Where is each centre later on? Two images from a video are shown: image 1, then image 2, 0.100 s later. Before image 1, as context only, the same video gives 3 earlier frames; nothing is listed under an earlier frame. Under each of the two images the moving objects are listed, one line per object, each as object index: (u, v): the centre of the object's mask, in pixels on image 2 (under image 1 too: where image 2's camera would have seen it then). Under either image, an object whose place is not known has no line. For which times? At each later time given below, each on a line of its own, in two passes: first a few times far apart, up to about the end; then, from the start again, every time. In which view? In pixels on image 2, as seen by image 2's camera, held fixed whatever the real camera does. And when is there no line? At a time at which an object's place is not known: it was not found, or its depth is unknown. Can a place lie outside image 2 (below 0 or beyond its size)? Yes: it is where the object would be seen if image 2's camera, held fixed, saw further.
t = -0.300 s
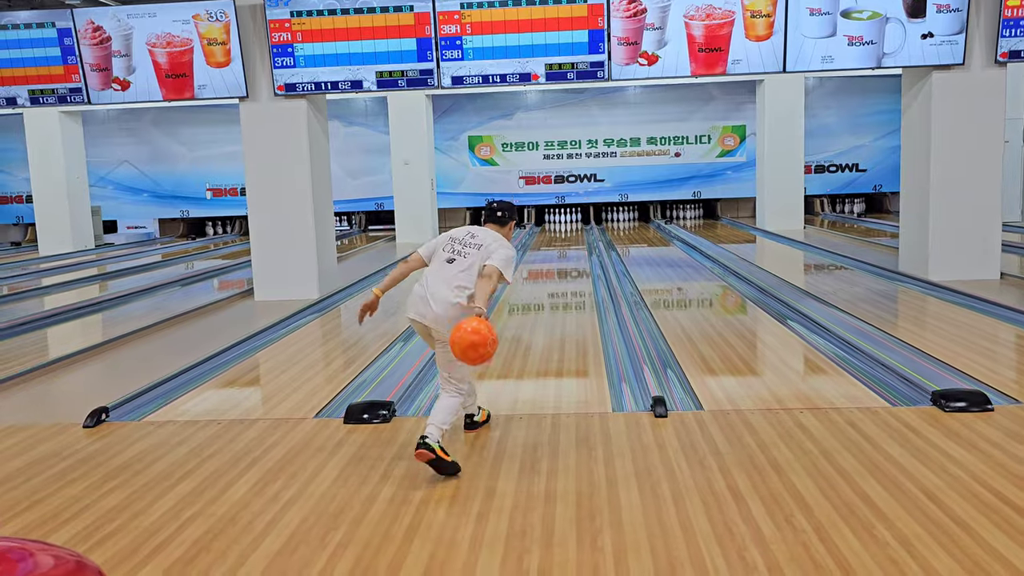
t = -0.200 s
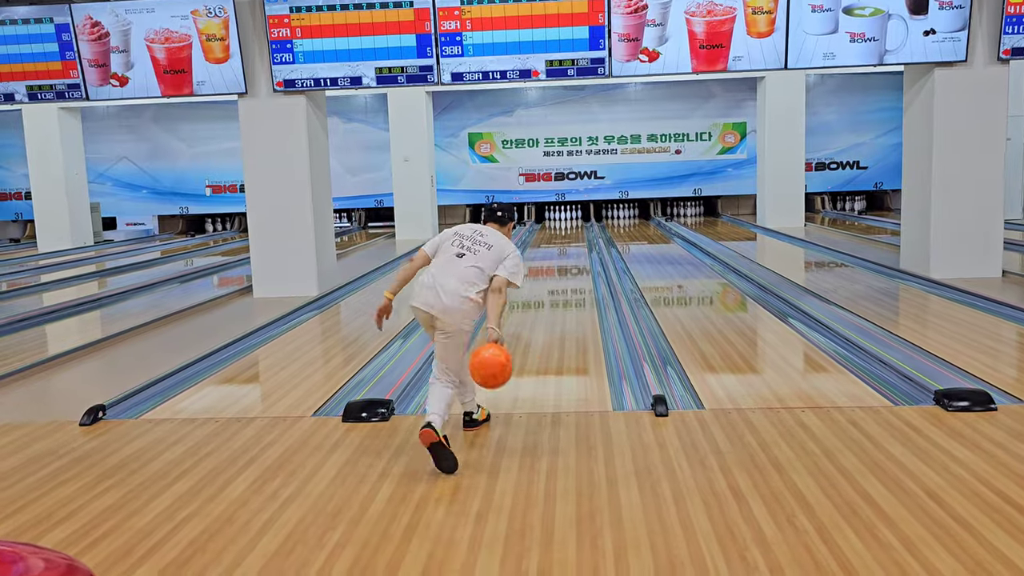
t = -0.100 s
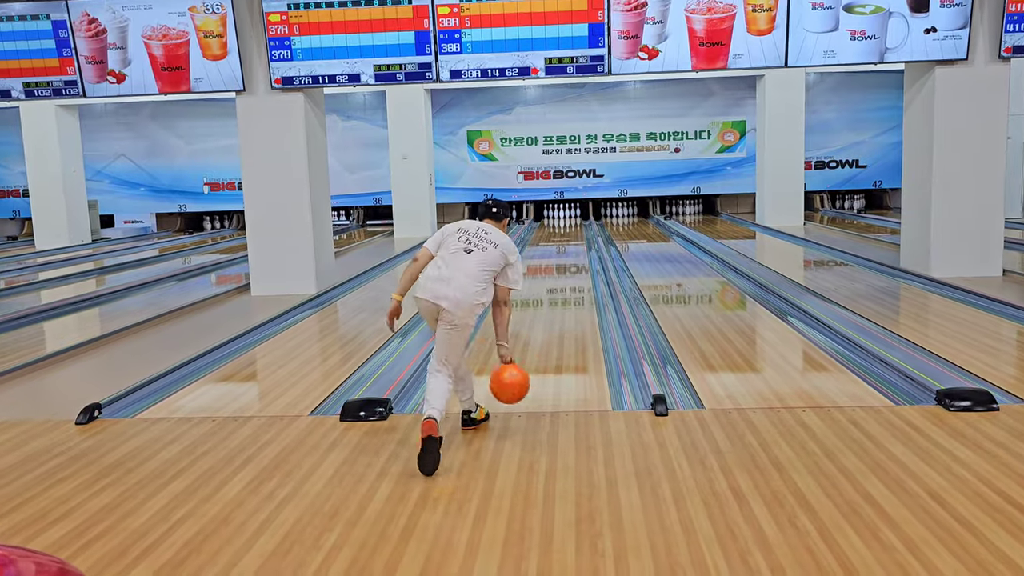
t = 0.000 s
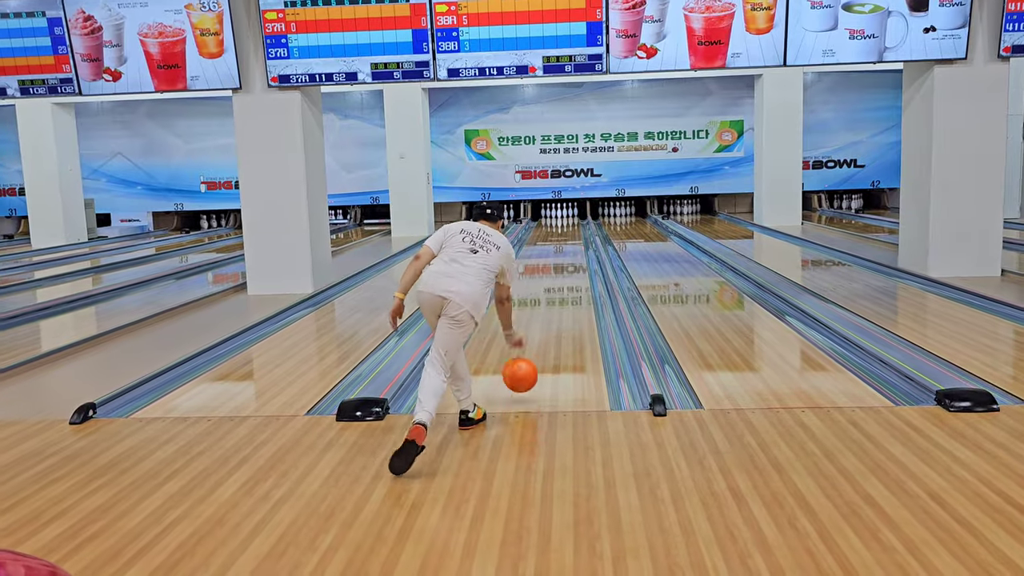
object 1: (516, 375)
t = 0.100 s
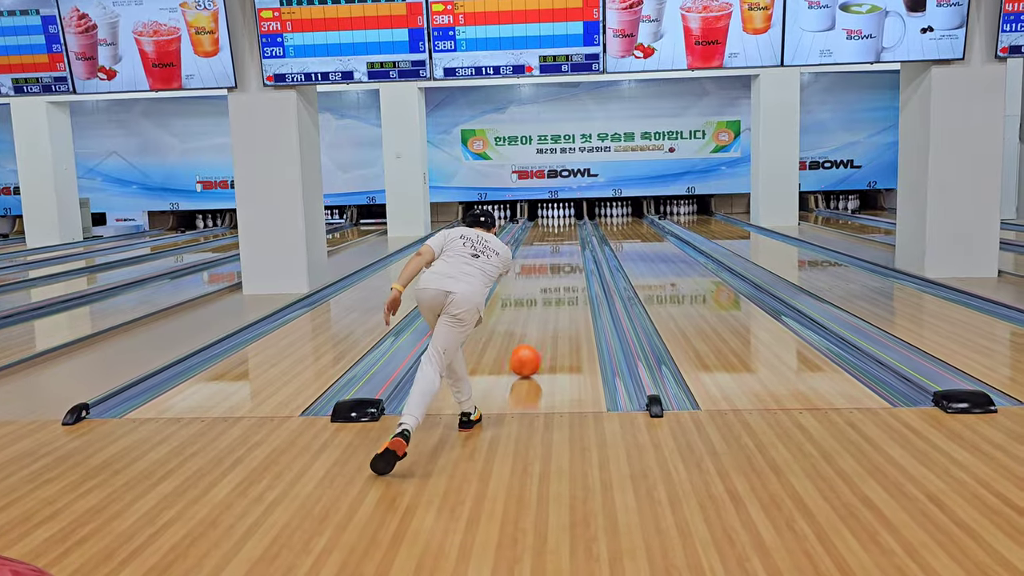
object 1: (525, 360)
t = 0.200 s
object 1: (531, 342)
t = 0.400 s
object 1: (541, 313)
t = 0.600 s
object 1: (548, 292)
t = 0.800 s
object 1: (553, 277)
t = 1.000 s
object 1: (557, 265)
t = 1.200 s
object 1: (560, 255)
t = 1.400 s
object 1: (563, 247)
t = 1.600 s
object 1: (565, 241)
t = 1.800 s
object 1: (566, 235)
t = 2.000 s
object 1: (569, 231)
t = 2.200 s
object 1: (570, 227)
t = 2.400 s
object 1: (571, 224)
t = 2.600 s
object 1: (572, 221)
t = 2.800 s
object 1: (572, 218)
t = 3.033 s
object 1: (574, 215)
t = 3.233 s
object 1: (574, 214)
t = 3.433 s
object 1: (576, 212)
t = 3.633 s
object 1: (578, 215)
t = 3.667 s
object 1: (577, 215)
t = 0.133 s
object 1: (527, 355)
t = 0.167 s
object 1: (529, 348)
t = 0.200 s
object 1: (531, 342)
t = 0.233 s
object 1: (533, 337)
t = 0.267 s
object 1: (535, 331)
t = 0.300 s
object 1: (537, 326)
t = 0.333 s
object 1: (538, 321)
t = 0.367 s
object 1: (539, 317)
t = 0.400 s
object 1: (541, 313)
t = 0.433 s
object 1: (542, 309)
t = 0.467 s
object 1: (543, 305)
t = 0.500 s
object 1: (545, 302)
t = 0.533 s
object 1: (546, 299)
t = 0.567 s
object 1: (547, 295)
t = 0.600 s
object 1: (548, 292)
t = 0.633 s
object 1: (549, 289)
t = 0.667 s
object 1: (550, 287)
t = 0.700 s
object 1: (551, 284)
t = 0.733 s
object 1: (551, 281)
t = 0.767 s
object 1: (552, 279)
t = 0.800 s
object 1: (553, 277)
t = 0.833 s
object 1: (554, 274)
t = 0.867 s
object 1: (554, 273)
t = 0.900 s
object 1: (555, 270)
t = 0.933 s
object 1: (556, 268)
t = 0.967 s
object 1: (556, 266)
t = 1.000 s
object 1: (557, 265)
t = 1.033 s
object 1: (558, 263)
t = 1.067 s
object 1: (558, 261)
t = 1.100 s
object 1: (558, 260)
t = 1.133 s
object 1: (559, 258)
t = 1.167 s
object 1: (560, 257)
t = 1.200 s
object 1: (560, 255)
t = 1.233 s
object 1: (560, 254)
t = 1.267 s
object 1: (561, 253)
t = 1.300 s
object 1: (561, 251)
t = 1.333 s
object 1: (562, 250)
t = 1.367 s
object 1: (562, 249)
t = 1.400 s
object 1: (563, 247)
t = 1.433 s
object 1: (563, 246)
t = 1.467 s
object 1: (564, 245)
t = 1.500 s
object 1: (564, 244)
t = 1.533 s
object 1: (564, 243)
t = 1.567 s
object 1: (565, 242)
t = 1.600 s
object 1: (565, 241)
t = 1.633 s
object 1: (565, 239)
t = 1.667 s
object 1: (565, 239)
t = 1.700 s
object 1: (566, 238)
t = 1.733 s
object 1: (566, 237)
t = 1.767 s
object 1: (566, 236)
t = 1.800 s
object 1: (566, 235)
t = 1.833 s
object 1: (567, 235)
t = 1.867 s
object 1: (567, 234)
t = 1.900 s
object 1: (567, 233)
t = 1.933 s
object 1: (568, 232)
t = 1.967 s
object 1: (568, 232)
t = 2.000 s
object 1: (569, 231)
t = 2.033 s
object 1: (569, 230)
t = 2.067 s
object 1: (569, 229)
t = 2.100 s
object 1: (569, 229)
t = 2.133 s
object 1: (569, 228)
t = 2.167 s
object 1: (569, 228)
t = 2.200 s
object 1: (570, 227)
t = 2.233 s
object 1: (570, 226)
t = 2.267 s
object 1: (570, 226)
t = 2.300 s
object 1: (570, 225)
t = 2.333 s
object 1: (571, 225)
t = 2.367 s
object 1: (570, 225)
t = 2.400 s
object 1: (571, 224)
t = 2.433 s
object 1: (571, 223)
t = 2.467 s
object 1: (571, 222)
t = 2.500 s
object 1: (572, 222)
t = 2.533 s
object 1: (572, 222)
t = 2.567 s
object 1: (572, 221)
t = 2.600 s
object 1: (572, 221)
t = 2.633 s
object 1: (572, 220)
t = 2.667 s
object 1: (572, 220)
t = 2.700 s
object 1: (572, 219)
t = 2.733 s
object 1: (572, 219)
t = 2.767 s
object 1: (572, 219)
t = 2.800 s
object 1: (572, 218)
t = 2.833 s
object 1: (573, 218)
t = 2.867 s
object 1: (573, 218)
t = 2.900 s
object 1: (573, 217)
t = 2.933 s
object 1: (573, 217)
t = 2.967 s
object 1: (574, 216)
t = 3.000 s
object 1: (574, 216)
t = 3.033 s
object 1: (574, 215)
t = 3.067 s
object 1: (574, 215)
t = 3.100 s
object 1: (574, 215)
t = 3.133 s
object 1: (574, 215)
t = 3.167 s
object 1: (574, 214)
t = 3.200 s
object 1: (574, 214)
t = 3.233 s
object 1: (574, 214)
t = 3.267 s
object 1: (574, 213)
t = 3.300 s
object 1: (575, 213)
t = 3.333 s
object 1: (575, 213)
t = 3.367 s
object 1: (575, 213)
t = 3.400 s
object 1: (575, 212)
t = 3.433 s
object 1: (576, 212)
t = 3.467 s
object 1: (577, 212)
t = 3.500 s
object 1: (578, 213)
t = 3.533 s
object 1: (578, 214)
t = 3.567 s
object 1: (578, 215)
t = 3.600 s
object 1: (578, 215)
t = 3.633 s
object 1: (578, 215)
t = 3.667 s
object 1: (577, 215)
